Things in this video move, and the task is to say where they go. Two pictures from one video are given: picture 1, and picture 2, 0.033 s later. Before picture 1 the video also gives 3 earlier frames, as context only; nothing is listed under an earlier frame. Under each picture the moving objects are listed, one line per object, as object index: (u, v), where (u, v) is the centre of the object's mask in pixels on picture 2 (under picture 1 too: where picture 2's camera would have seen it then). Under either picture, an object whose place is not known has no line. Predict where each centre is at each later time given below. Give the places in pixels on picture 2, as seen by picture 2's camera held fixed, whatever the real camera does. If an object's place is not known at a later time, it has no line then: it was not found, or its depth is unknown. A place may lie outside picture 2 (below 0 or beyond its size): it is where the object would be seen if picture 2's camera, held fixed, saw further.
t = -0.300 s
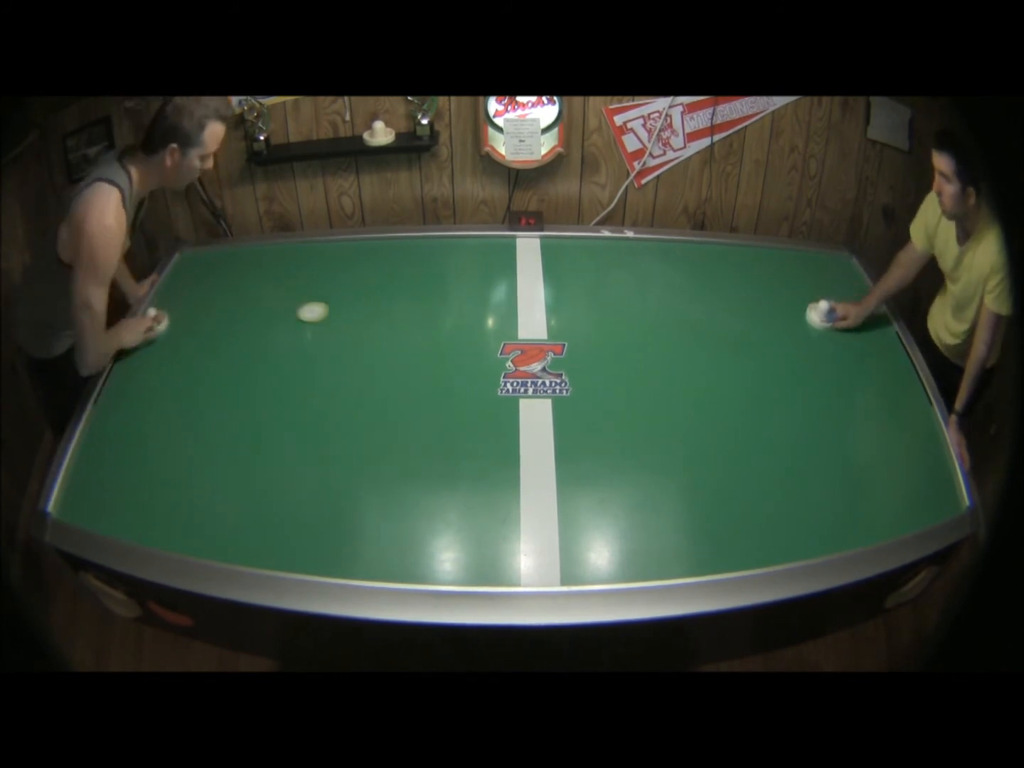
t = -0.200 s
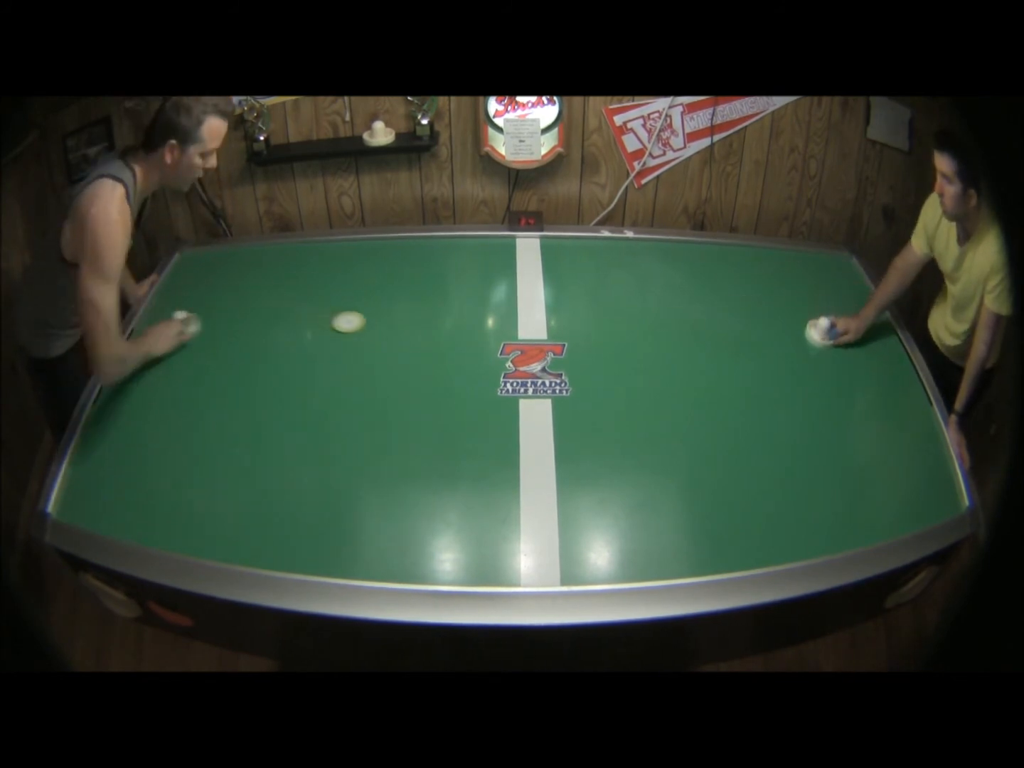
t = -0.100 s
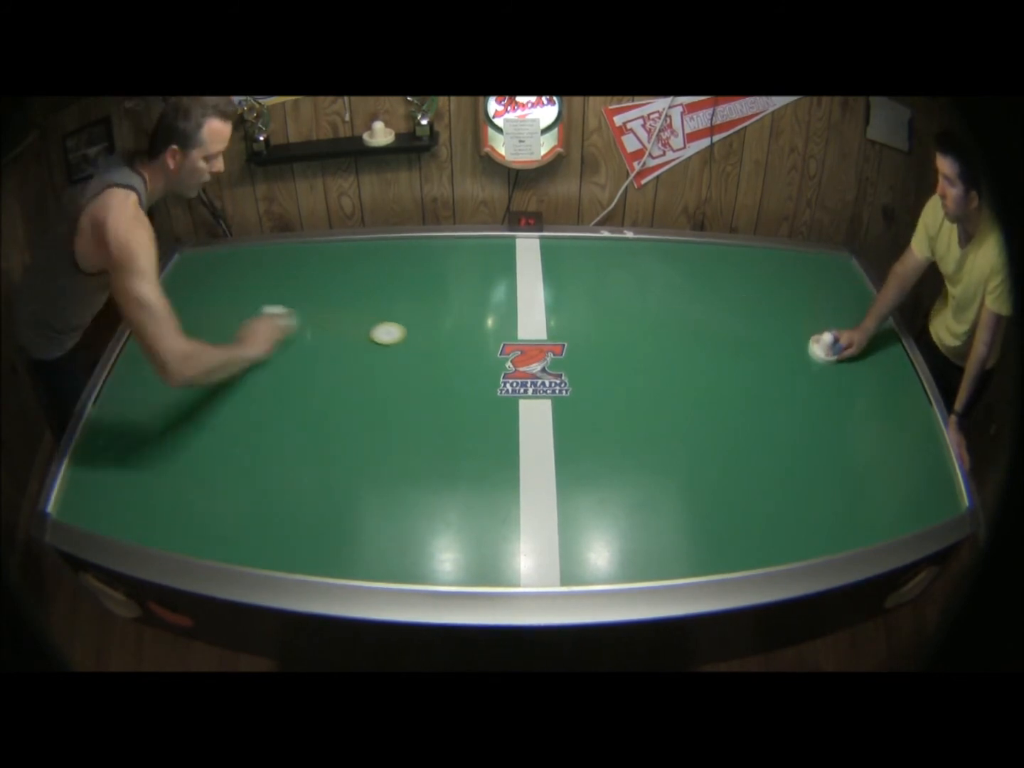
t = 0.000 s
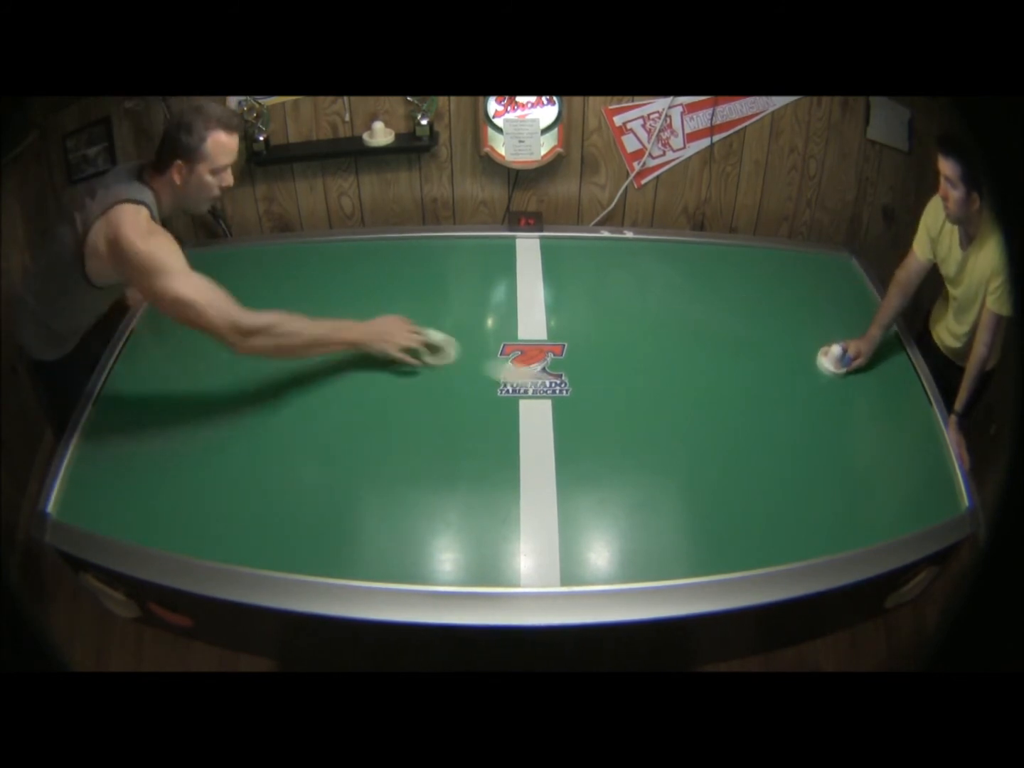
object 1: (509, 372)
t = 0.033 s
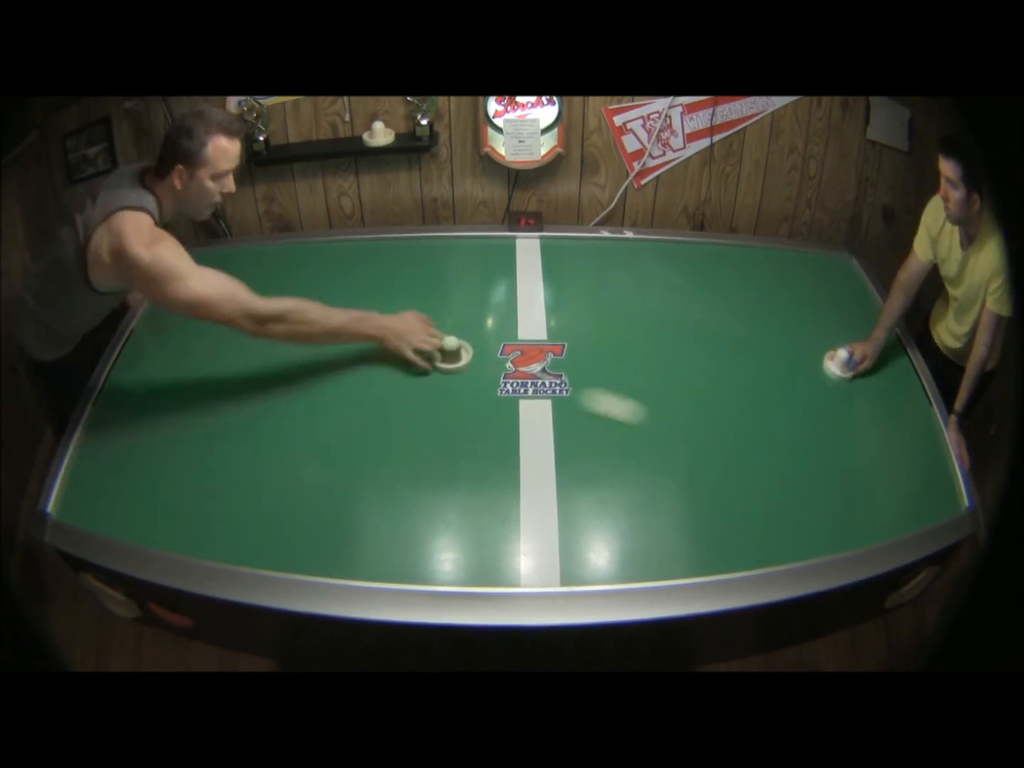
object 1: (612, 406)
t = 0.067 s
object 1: (709, 437)
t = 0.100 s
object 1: (798, 466)
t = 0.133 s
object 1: (872, 490)
